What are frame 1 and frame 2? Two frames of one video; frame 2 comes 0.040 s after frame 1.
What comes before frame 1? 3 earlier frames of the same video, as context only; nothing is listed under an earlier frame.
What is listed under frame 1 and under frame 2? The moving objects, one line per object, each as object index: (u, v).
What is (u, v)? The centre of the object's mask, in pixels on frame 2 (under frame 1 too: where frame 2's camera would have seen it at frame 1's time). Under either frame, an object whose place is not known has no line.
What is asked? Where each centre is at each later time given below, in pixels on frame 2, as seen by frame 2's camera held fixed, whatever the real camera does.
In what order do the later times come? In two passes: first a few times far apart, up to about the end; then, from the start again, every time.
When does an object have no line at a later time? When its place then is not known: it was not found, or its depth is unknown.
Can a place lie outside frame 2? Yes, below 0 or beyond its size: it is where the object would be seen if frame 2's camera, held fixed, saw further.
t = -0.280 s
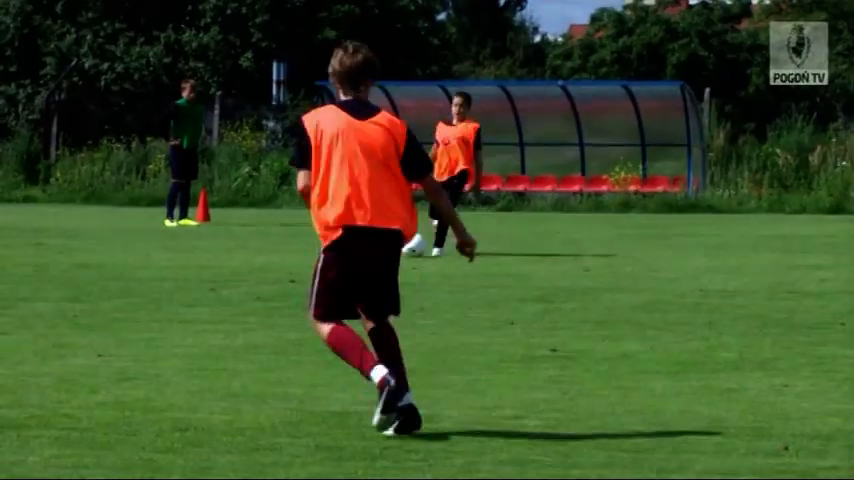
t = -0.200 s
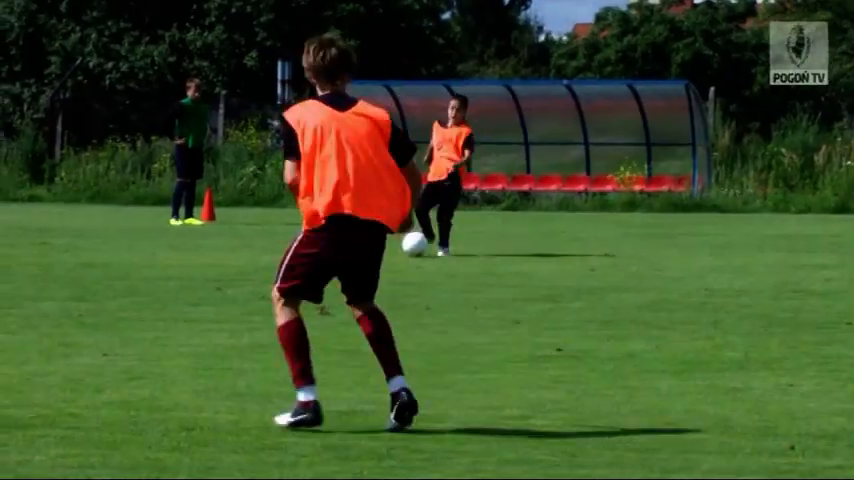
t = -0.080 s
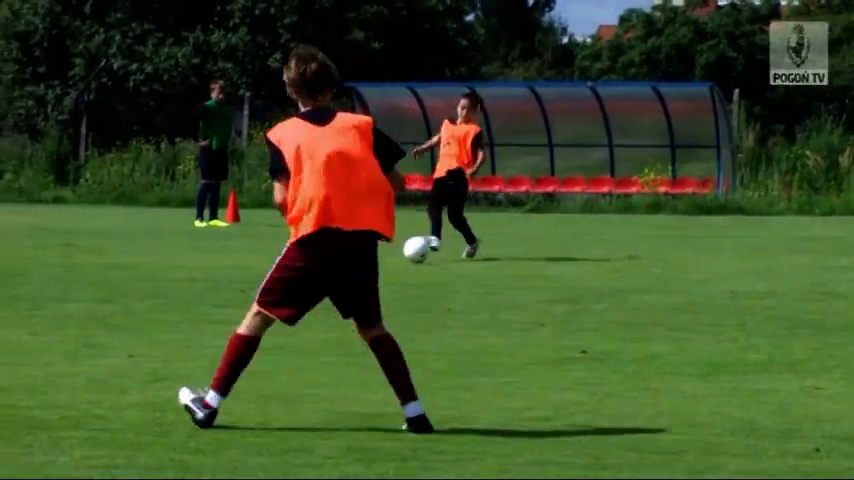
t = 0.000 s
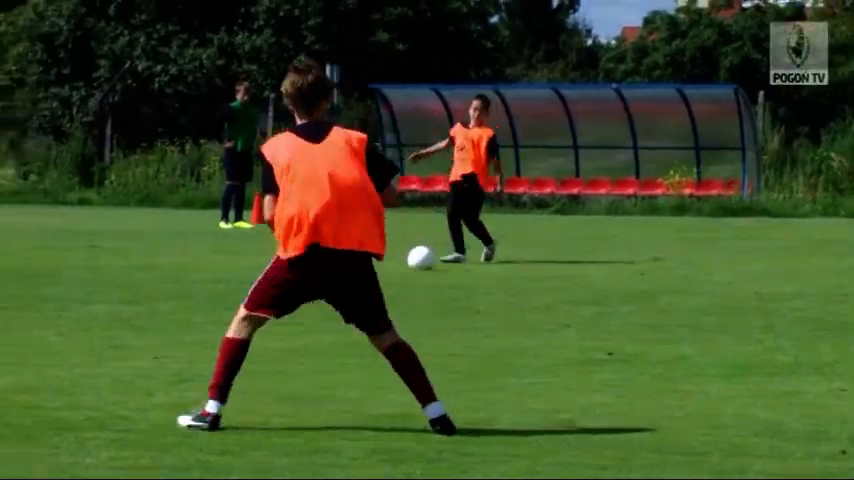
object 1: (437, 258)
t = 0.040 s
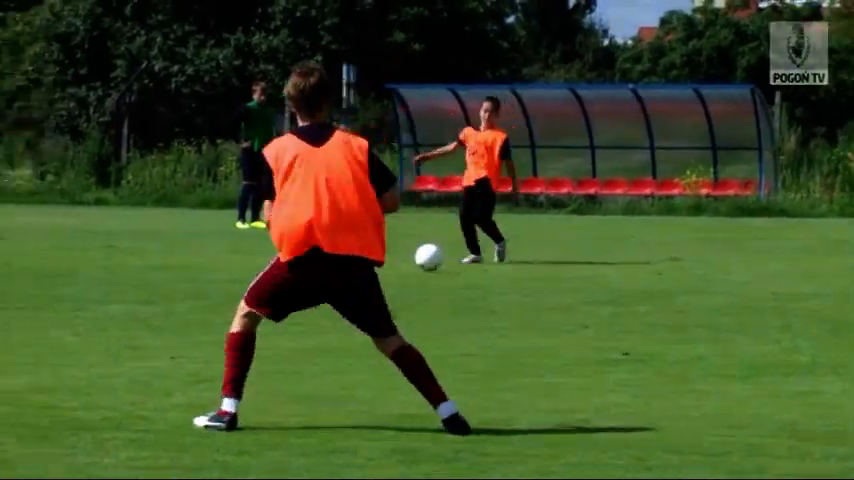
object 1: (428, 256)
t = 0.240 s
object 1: (383, 272)
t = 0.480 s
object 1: (337, 279)
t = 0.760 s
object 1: (279, 298)
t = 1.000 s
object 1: (230, 312)
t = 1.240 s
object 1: (180, 324)
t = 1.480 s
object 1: (127, 344)
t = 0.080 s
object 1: (418, 256)
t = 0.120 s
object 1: (410, 258)
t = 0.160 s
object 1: (401, 262)
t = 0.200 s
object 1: (392, 270)
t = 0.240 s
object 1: (383, 272)
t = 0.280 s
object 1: (376, 271)
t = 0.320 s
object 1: (368, 270)
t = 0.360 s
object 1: (361, 273)
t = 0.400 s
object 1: (353, 278)
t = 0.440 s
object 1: (347, 283)
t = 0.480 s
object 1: (337, 279)
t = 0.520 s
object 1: (330, 276)
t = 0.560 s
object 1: (321, 276)
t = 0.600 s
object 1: (312, 279)
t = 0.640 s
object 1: (304, 284)
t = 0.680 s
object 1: (295, 293)
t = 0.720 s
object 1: (286, 300)
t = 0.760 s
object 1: (279, 298)
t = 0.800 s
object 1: (271, 295)
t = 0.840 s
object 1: (263, 296)
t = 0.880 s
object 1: (254, 300)
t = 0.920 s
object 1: (247, 307)
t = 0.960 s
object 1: (239, 314)
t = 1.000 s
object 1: (230, 312)
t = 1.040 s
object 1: (222, 310)
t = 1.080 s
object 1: (214, 311)
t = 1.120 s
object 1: (206, 315)
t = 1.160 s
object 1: (197, 323)
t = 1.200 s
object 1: (189, 328)
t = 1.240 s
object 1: (180, 324)
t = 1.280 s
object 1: (171, 323)
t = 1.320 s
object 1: (162, 325)
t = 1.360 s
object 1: (153, 330)
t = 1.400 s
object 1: (144, 339)
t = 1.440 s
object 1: (136, 343)
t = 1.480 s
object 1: (127, 344)
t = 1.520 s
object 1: (119, 346)
